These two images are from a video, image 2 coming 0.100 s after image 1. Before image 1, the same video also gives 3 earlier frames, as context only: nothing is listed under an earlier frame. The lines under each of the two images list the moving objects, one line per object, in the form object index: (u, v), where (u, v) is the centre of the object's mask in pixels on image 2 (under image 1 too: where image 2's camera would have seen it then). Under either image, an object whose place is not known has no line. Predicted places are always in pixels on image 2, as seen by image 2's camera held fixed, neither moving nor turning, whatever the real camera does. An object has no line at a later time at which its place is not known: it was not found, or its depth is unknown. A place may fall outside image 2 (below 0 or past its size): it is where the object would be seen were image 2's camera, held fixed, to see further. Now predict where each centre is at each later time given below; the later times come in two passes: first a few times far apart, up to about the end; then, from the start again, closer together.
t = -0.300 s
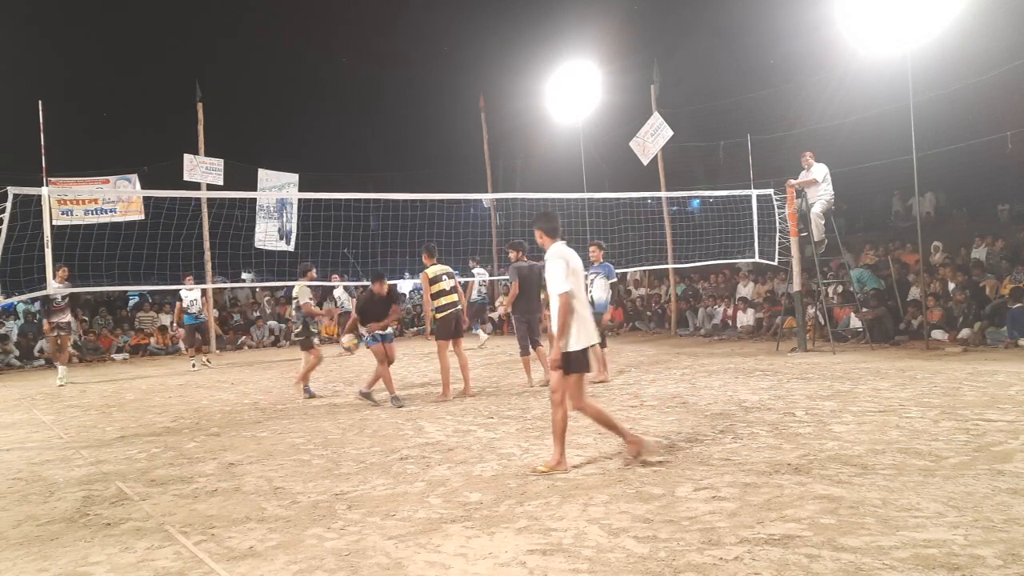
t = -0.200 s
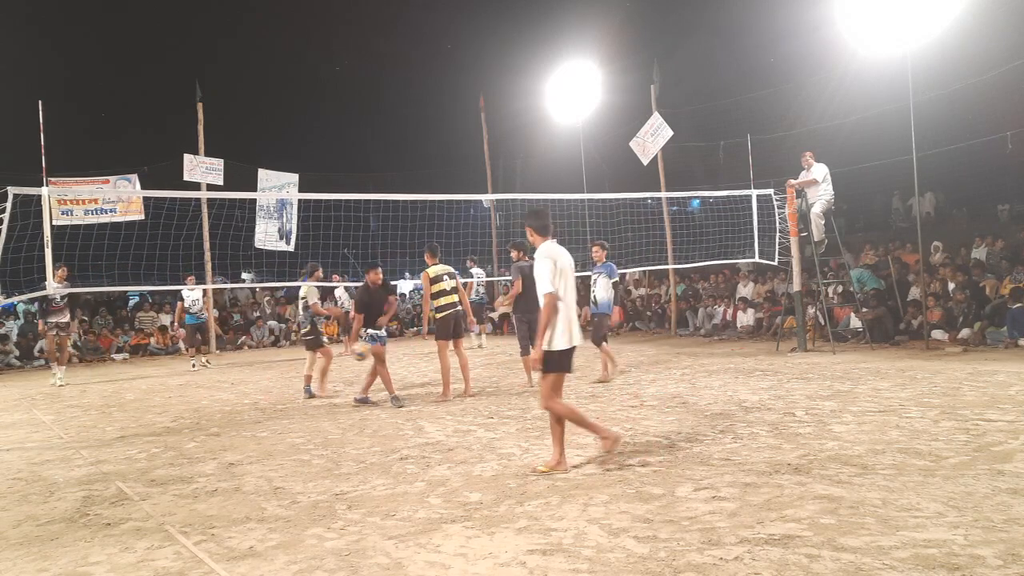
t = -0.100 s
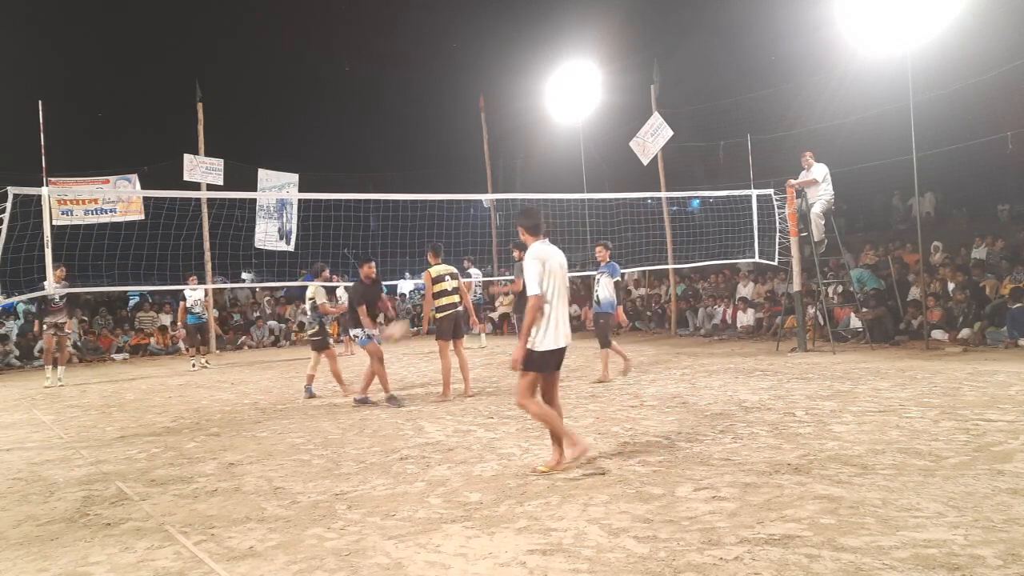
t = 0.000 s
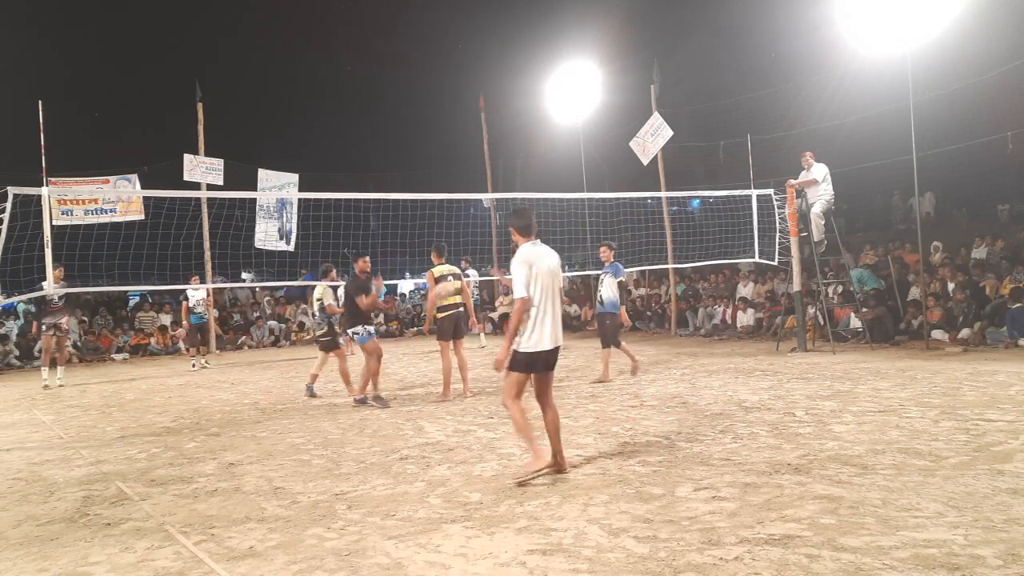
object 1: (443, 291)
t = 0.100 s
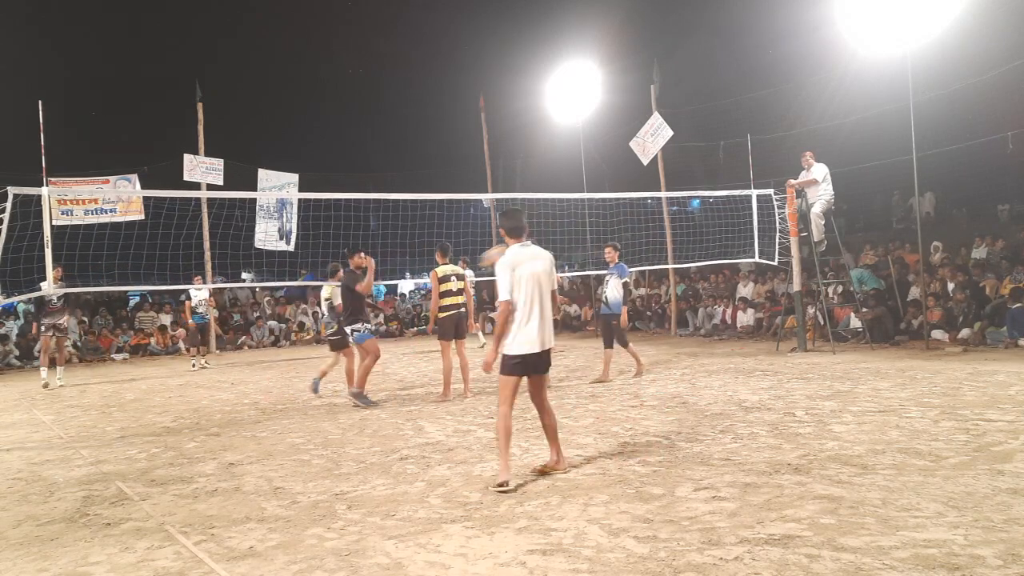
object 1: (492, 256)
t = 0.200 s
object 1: (552, 232)
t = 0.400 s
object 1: (676, 211)
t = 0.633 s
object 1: (847, 246)
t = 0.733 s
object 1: (928, 284)
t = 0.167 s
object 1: (536, 237)
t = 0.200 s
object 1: (552, 232)
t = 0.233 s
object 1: (571, 225)
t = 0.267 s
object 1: (591, 220)
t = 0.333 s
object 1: (632, 213)
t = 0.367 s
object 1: (652, 211)
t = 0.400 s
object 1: (676, 211)
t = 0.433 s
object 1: (698, 211)
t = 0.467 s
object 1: (721, 213)
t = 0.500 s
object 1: (742, 216)
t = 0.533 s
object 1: (765, 221)
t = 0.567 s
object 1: (794, 227)
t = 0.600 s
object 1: (820, 236)
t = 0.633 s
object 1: (847, 246)
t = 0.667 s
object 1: (872, 256)
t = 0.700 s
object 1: (899, 268)
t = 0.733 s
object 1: (928, 284)
